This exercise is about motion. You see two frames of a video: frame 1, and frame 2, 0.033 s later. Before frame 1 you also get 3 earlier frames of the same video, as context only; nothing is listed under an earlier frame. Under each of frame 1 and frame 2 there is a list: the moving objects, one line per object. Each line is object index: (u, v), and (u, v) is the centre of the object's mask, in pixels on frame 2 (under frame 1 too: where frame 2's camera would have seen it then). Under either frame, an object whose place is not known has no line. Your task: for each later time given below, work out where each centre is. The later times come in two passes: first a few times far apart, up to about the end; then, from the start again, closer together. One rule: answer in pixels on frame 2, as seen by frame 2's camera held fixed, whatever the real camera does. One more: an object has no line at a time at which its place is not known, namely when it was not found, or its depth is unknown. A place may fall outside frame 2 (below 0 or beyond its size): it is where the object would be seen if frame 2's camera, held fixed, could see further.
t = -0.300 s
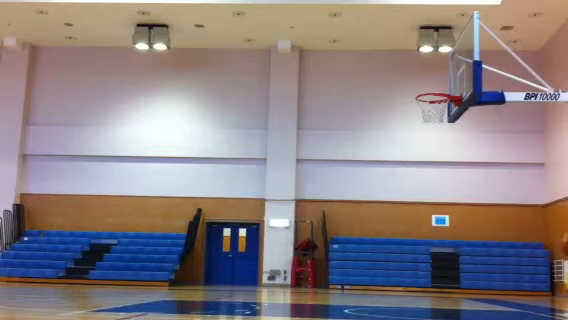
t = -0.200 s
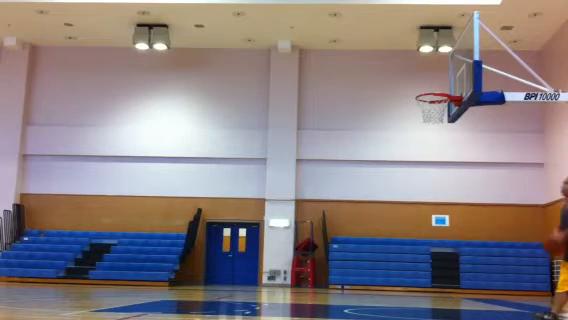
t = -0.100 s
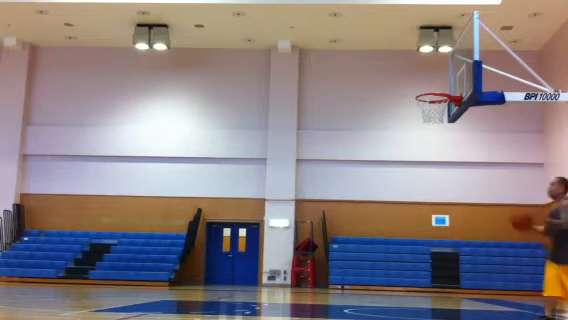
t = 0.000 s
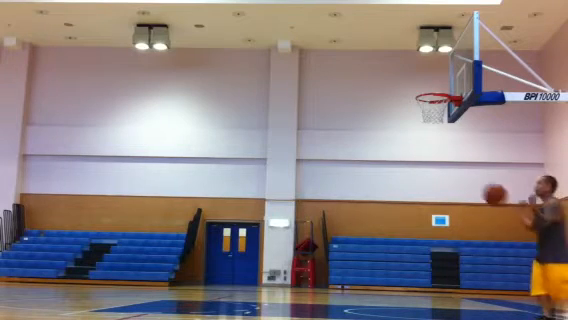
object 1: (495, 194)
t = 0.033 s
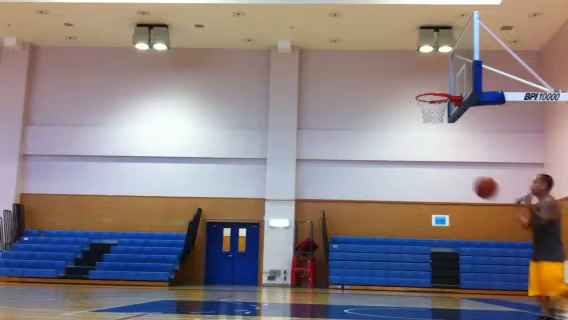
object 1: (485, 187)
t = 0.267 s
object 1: (426, 168)
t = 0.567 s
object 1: (349, 214)
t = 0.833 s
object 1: (286, 300)
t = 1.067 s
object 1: (287, 234)
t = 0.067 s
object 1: (477, 182)
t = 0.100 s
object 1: (468, 178)
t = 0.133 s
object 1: (459, 173)
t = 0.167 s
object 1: (451, 171)
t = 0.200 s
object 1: (442, 169)
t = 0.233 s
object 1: (434, 168)
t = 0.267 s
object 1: (426, 168)
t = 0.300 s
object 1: (417, 169)
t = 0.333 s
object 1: (408, 171)
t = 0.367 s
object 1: (400, 174)
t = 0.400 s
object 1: (391, 178)
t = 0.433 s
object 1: (383, 183)
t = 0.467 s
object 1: (375, 188)
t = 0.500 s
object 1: (366, 196)
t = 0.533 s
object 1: (358, 203)
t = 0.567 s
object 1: (349, 214)
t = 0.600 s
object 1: (340, 222)
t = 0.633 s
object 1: (333, 234)
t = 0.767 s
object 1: (297, 286)
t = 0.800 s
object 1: (288, 306)
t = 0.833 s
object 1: (286, 300)
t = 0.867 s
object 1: (286, 287)
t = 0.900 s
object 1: (287, 276)
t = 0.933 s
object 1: (286, 264)
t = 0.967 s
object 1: (287, 255)
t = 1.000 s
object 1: (287, 247)
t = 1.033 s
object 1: (287, 240)
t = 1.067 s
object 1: (287, 234)
